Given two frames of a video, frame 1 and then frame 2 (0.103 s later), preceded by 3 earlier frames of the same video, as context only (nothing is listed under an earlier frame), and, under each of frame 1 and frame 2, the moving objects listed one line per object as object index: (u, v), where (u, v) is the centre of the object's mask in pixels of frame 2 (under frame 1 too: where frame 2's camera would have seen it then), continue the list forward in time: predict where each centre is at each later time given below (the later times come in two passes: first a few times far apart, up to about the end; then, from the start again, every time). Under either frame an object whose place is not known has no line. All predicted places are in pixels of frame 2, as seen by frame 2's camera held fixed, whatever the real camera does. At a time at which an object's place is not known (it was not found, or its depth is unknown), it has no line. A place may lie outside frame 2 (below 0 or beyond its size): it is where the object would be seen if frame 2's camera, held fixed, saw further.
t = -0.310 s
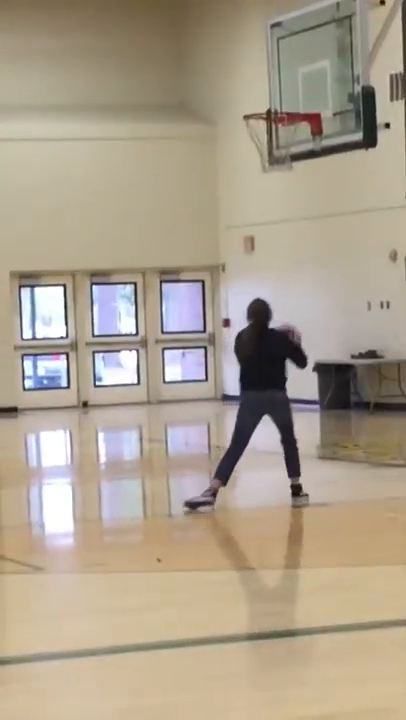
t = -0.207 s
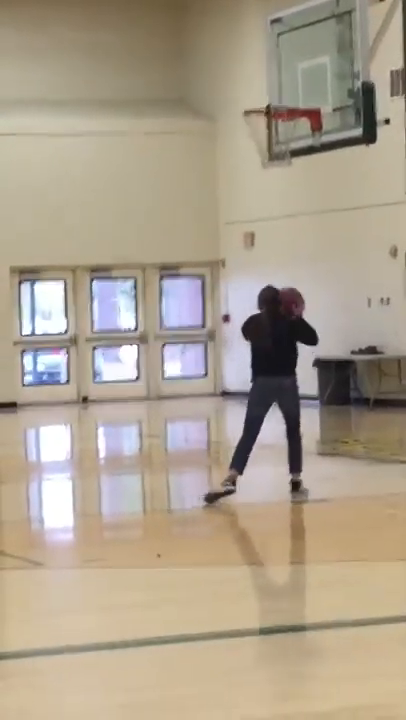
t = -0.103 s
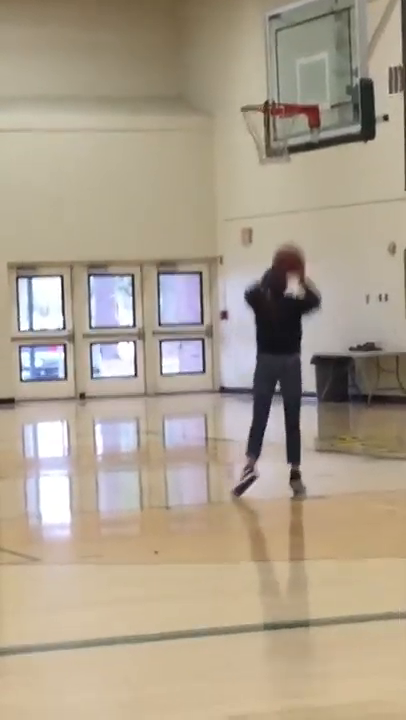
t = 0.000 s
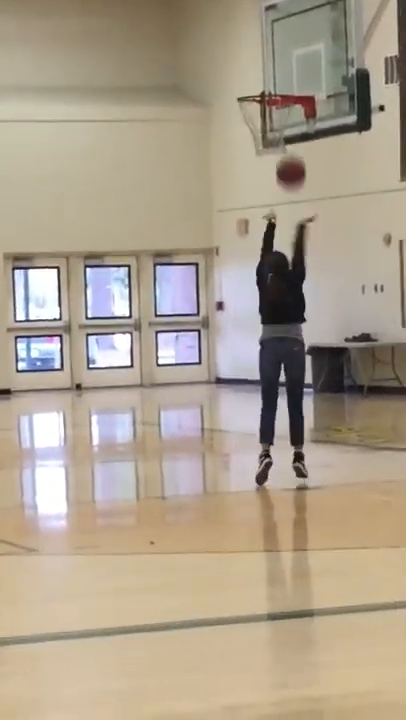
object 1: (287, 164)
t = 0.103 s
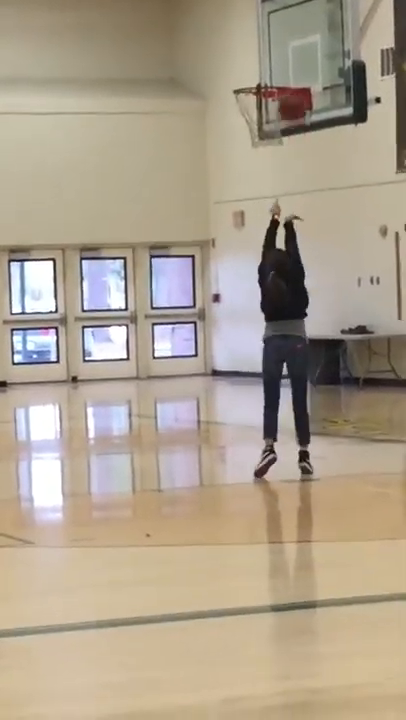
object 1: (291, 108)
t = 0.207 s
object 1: (297, 66)
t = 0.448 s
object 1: (295, 28)
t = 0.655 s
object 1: (258, 56)
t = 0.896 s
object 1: (273, 73)
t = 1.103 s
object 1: (292, 60)
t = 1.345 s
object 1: (277, 78)
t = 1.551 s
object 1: (251, 108)
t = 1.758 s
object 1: (242, 133)
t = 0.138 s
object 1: (292, 91)
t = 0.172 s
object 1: (295, 78)
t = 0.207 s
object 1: (297, 66)
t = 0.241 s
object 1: (299, 56)
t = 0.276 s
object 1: (301, 47)
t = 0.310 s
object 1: (303, 39)
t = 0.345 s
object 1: (305, 32)
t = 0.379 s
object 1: (307, 28)
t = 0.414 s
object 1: (302, 28)
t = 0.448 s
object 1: (295, 28)
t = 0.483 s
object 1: (289, 29)
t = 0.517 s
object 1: (282, 31)
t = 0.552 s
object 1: (277, 35)
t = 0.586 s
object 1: (270, 41)
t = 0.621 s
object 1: (264, 47)
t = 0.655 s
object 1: (258, 56)
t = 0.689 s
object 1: (252, 65)
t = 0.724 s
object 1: (246, 75)
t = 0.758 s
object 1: (247, 78)
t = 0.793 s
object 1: (254, 75)
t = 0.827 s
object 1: (261, 73)
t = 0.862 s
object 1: (267, 72)
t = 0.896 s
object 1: (273, 73)
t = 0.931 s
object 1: (280, 74)
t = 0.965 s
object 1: (285, 75)
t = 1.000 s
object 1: (287, 69)
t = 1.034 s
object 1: (288, 65)
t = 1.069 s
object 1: (292, 61)
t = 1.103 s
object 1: (292, 60)
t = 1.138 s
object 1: (290, 59)
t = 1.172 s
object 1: (288, 60)
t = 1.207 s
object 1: (286, 61)
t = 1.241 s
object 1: (284, 65)
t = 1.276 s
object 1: (282, 69)
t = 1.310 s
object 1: (280, 75)
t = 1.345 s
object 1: (277, 78)
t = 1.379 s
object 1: (273, 79)
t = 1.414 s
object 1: (268, 81)
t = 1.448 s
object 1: (263, 85)
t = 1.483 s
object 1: (259, 93)
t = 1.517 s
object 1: (254, 101)
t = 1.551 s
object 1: (251, 108)
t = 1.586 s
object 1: (246, 116)
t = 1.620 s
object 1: (244, 122)
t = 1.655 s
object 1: (243, 125)
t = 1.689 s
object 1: (242, 127)
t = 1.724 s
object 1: (242, 129)
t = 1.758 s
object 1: (242, 133)
